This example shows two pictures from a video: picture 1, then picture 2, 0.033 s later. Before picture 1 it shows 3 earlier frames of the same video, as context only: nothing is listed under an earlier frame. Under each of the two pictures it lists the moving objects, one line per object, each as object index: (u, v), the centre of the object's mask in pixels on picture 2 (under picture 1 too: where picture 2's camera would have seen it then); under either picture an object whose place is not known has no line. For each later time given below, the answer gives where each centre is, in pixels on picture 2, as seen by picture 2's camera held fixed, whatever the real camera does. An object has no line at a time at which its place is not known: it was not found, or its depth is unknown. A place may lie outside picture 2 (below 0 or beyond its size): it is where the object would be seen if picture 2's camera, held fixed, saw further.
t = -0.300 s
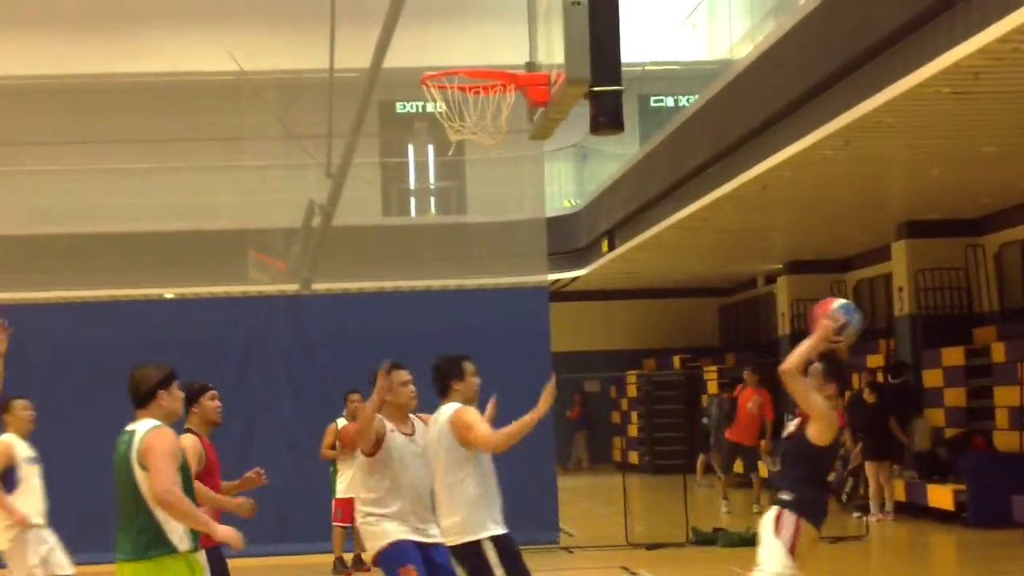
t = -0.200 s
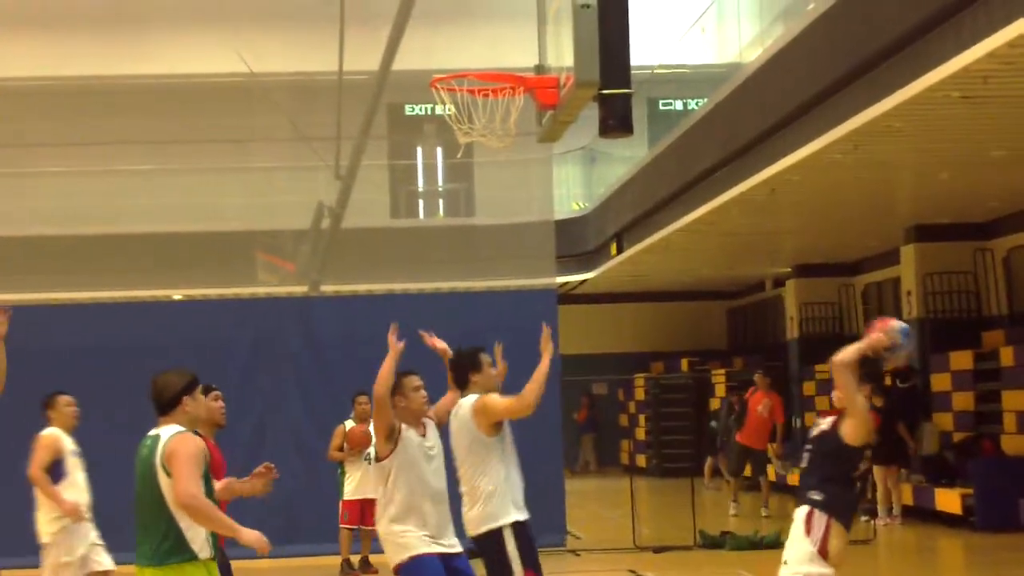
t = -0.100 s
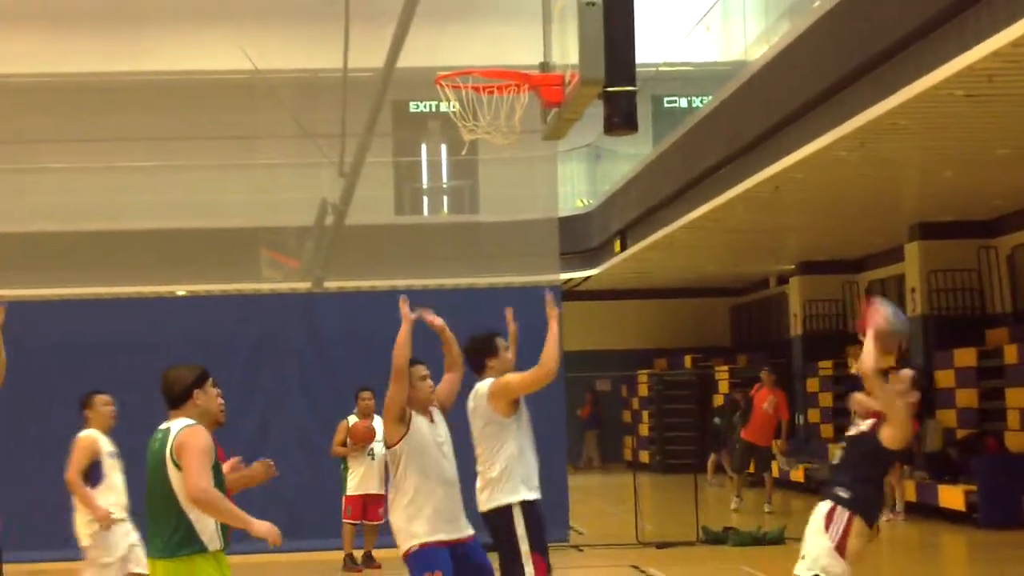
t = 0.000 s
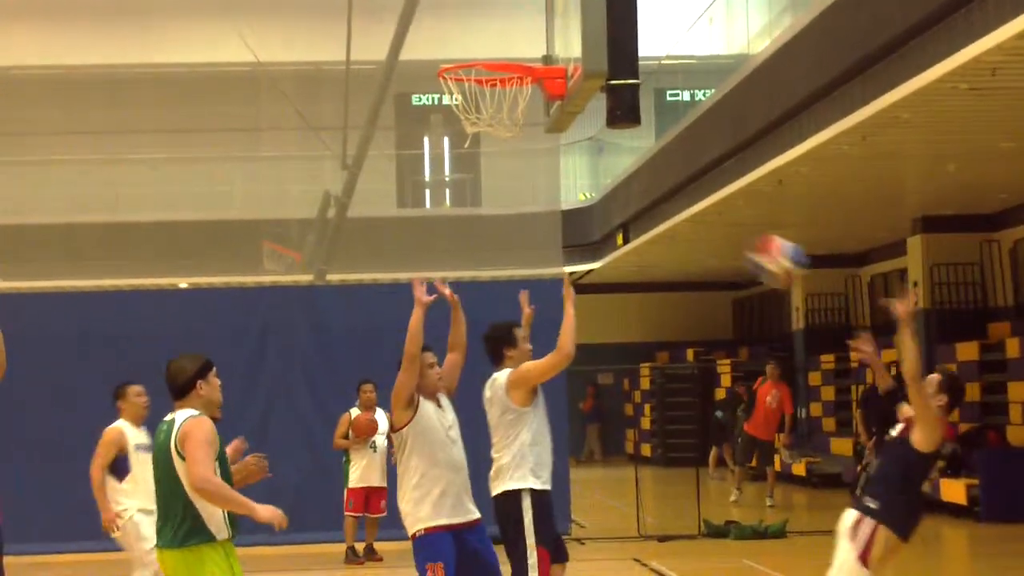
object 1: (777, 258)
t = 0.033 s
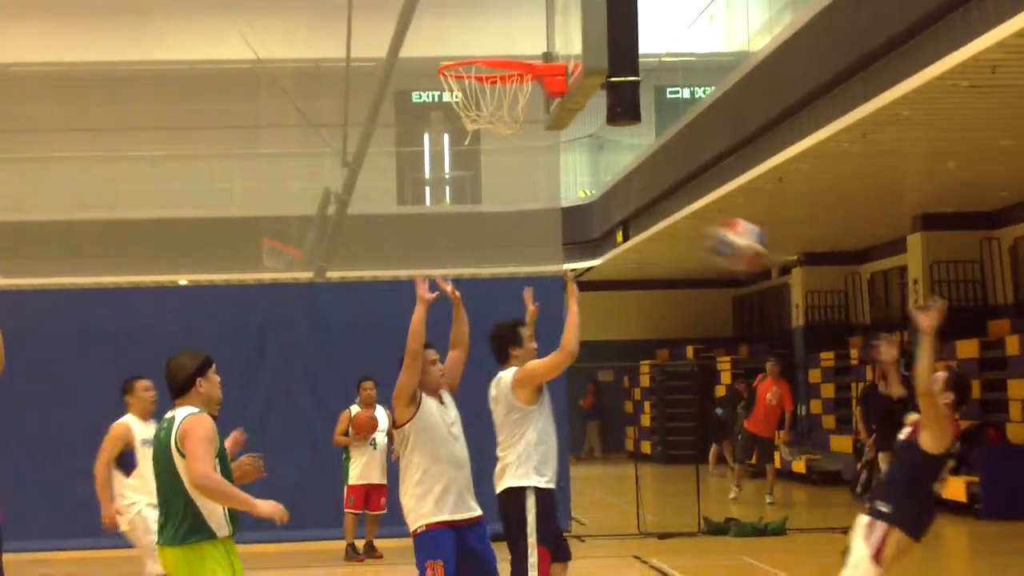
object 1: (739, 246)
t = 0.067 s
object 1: (704, 230)
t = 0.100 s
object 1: (661, 221)
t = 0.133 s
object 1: (621, 214)
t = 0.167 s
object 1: (582, 209)
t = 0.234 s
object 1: (503, 198)
